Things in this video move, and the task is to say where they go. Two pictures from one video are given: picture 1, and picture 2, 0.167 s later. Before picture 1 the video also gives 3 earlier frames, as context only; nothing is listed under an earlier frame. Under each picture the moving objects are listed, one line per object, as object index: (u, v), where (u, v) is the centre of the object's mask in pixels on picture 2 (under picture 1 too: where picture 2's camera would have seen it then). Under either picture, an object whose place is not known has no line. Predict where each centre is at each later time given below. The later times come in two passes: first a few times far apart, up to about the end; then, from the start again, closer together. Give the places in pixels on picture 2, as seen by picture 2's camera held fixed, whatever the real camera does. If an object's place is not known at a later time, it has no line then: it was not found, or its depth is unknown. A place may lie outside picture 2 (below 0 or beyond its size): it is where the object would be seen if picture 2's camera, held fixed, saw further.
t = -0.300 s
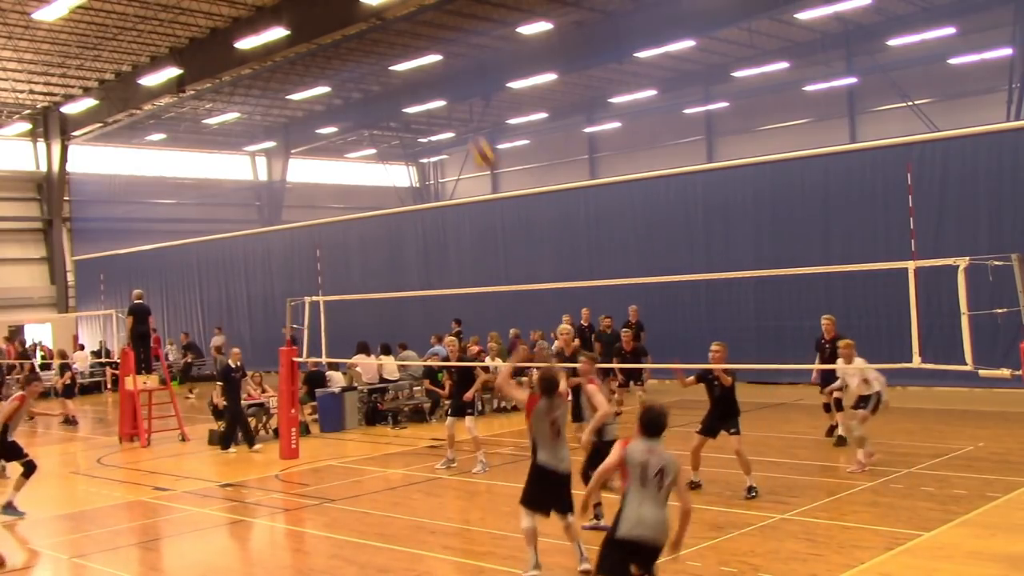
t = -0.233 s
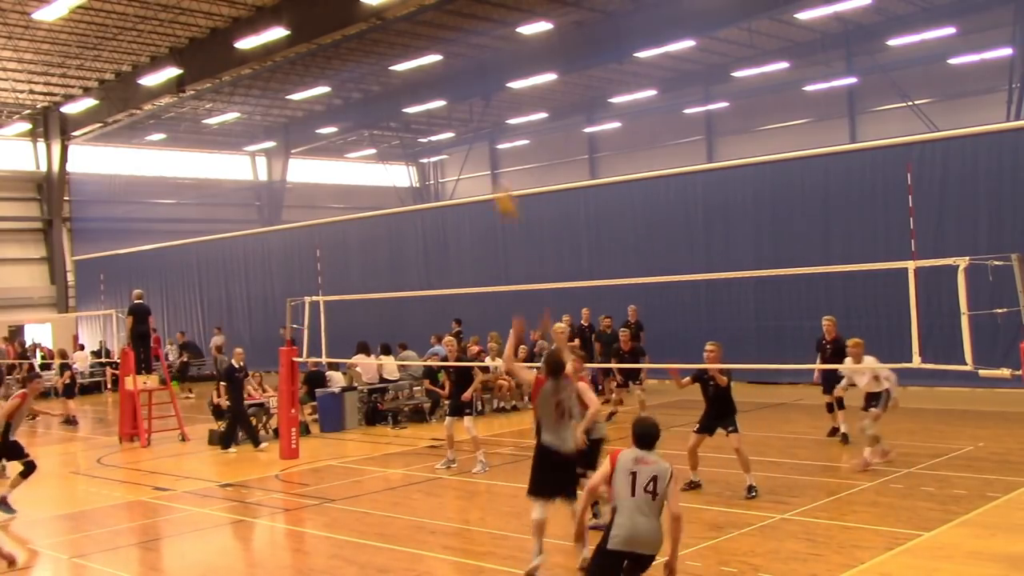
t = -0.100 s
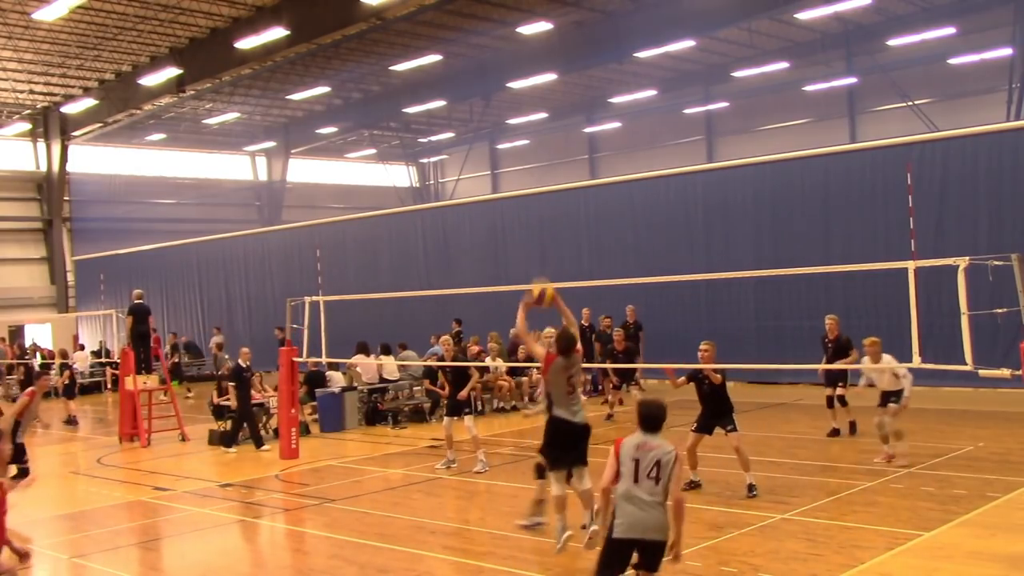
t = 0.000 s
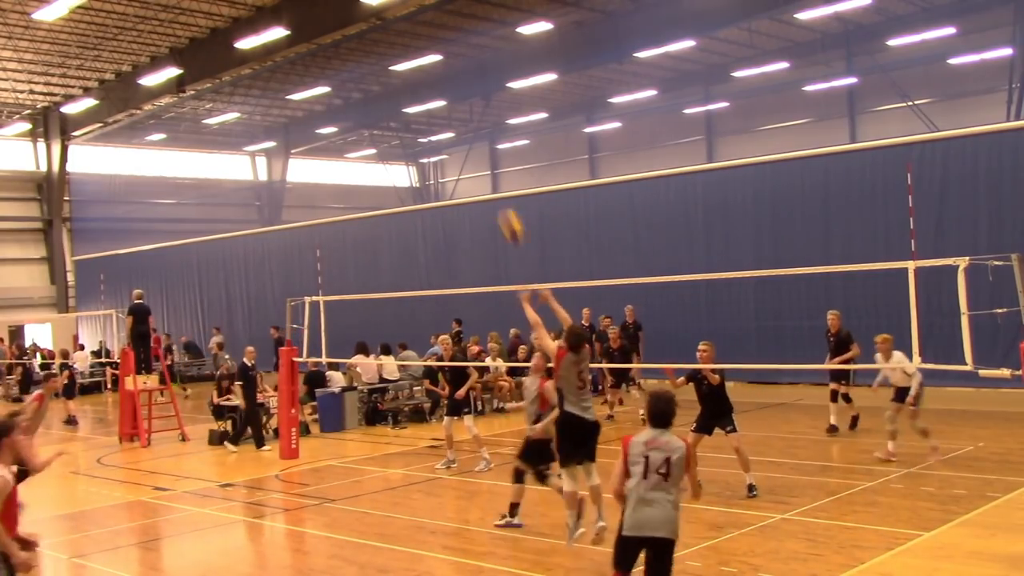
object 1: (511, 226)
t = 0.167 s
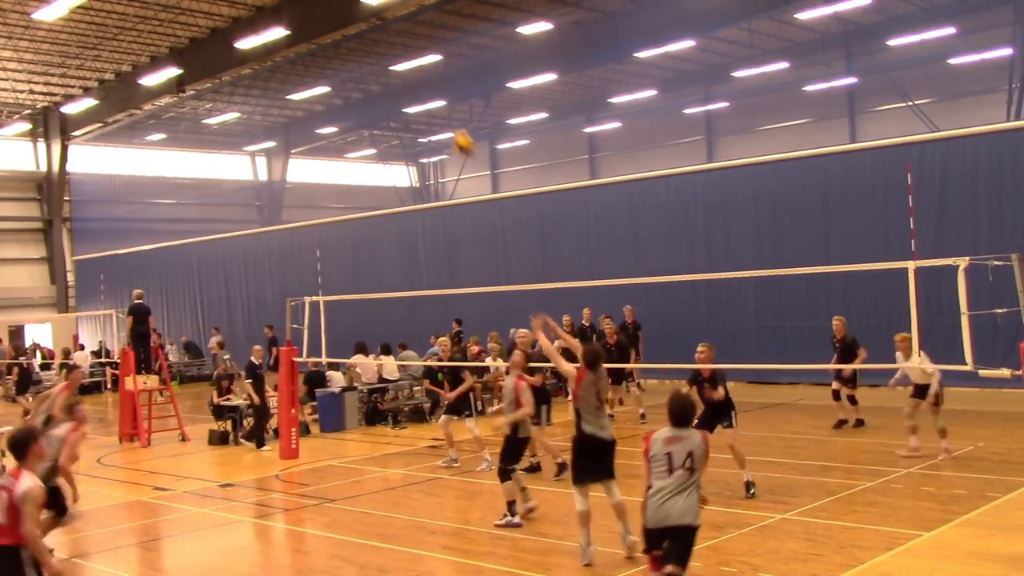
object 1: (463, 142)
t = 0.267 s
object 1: (439, 114)
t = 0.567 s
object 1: (377, 88)
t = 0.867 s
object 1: (333, 140)
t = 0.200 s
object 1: (454, 130)
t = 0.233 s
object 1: (446, 120)
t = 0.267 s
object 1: (439, 114)
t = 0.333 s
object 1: (422, 98)
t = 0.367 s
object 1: (415, 93)
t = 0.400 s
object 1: (408, 90)
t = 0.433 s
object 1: (401, 88)
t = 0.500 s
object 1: (388, 86)
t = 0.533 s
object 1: (382, 86)
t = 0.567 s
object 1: (377, 88)
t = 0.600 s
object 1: (371, 91)
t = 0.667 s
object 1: (361, 98)
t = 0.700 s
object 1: (356, 102)
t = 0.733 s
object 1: (351, 108)
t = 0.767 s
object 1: (346, 114)
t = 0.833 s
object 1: (338, 129)
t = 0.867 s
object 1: (333, 140)
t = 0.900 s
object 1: (329, 148)
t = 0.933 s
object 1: (325, 156)
